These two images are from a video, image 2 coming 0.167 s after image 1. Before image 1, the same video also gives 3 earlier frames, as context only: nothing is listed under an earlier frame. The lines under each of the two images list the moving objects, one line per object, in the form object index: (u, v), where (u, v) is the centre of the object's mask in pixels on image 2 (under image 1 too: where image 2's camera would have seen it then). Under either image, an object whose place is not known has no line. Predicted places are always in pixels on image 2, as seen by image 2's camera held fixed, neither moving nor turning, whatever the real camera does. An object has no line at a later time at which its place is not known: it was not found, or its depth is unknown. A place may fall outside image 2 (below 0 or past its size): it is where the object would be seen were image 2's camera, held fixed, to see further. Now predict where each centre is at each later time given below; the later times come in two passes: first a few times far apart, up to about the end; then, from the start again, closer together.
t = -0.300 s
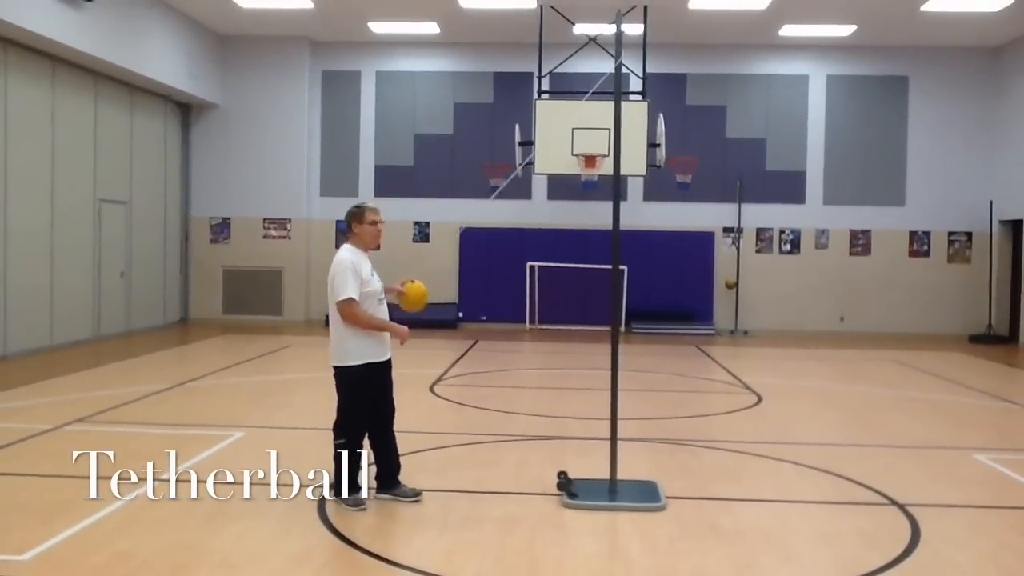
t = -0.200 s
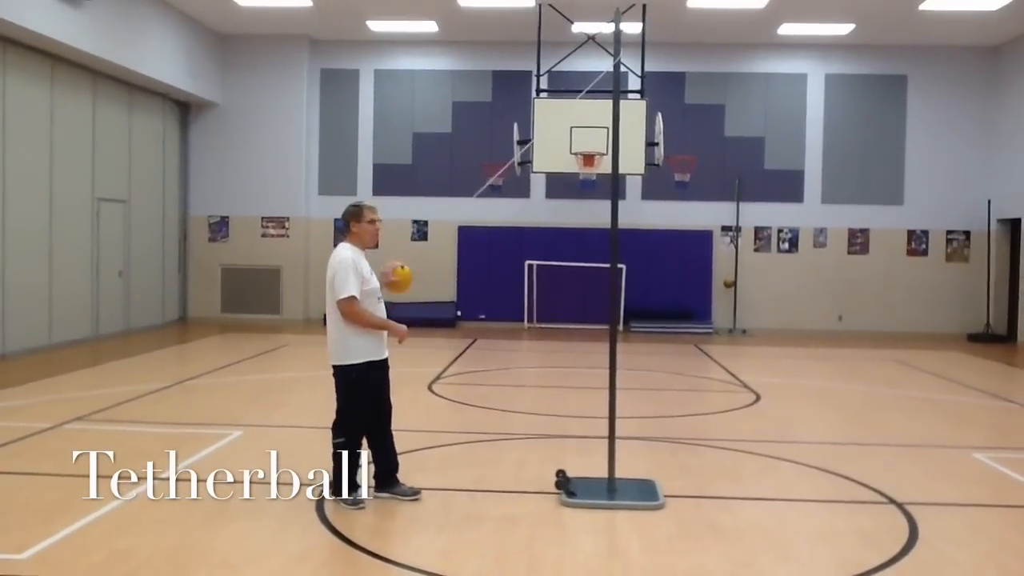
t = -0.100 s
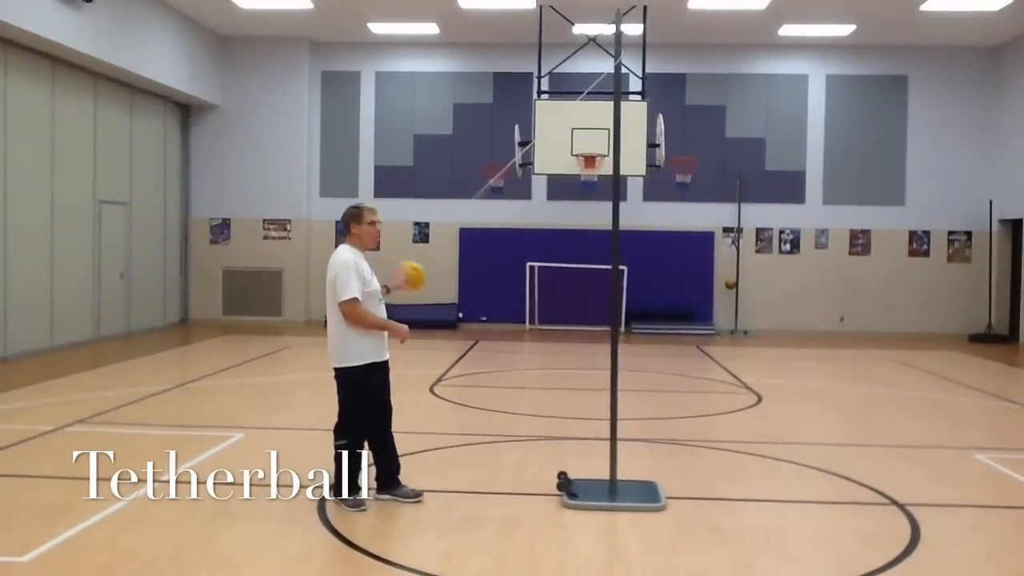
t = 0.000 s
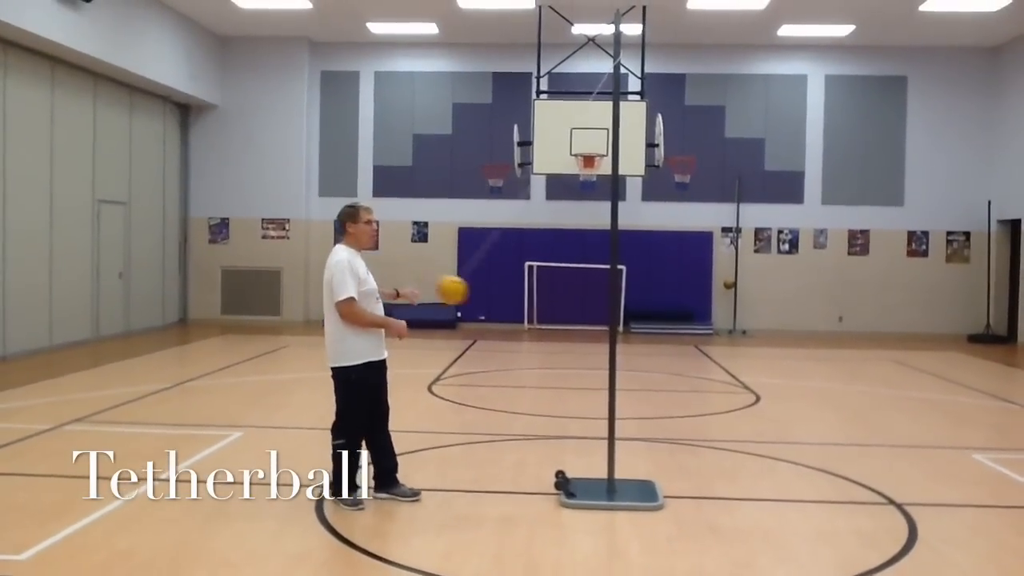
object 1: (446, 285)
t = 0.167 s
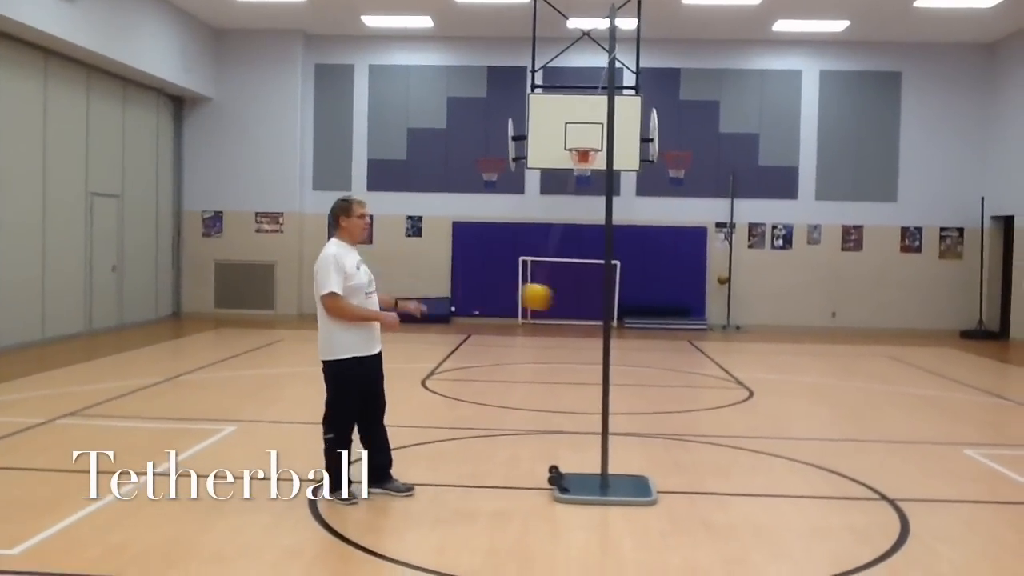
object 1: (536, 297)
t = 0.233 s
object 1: (573, 297)
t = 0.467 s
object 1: (703, 283)
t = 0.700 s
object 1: (808, 258)
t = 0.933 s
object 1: (862, 247)
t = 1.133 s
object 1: (845, 261)
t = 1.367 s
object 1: (730, 303)
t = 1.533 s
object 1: (609, 324)
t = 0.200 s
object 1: (554, 298)
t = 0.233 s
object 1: (573, 297)
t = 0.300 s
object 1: (612, 294)
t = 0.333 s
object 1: (632, 292)
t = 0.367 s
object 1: (649, 290)
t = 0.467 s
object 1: (703, 283)
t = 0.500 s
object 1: (722, 279)
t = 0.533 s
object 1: (739, 275)
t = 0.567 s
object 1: (754, 271)
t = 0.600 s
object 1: (770, 266)
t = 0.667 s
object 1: (796, 261)
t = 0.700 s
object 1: (808, 258)
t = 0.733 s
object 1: (819, 255)
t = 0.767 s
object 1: (829, 252)
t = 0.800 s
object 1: (838, 251)
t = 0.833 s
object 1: (846, 249)
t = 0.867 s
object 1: (853, 248)
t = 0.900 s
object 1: (858, 247)
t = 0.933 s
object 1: (862, 247)
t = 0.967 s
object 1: (863, 248)
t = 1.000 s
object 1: (864, 248)
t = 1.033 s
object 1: (862, 250)
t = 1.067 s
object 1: (858, 253)
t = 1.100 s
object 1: (852, 257)
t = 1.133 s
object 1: (845, 261)
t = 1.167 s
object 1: (836, 267)
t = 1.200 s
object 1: (823, 273)
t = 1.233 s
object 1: (809, 279)
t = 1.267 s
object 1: (791, 285)
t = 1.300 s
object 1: (773, 291)
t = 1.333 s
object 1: (751, 297)
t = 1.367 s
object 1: (730, 303)
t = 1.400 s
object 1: (705, 309)
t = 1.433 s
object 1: (683, 315)
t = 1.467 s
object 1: (659, 317)
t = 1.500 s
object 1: (633, 321)
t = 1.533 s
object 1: (609, 324)
